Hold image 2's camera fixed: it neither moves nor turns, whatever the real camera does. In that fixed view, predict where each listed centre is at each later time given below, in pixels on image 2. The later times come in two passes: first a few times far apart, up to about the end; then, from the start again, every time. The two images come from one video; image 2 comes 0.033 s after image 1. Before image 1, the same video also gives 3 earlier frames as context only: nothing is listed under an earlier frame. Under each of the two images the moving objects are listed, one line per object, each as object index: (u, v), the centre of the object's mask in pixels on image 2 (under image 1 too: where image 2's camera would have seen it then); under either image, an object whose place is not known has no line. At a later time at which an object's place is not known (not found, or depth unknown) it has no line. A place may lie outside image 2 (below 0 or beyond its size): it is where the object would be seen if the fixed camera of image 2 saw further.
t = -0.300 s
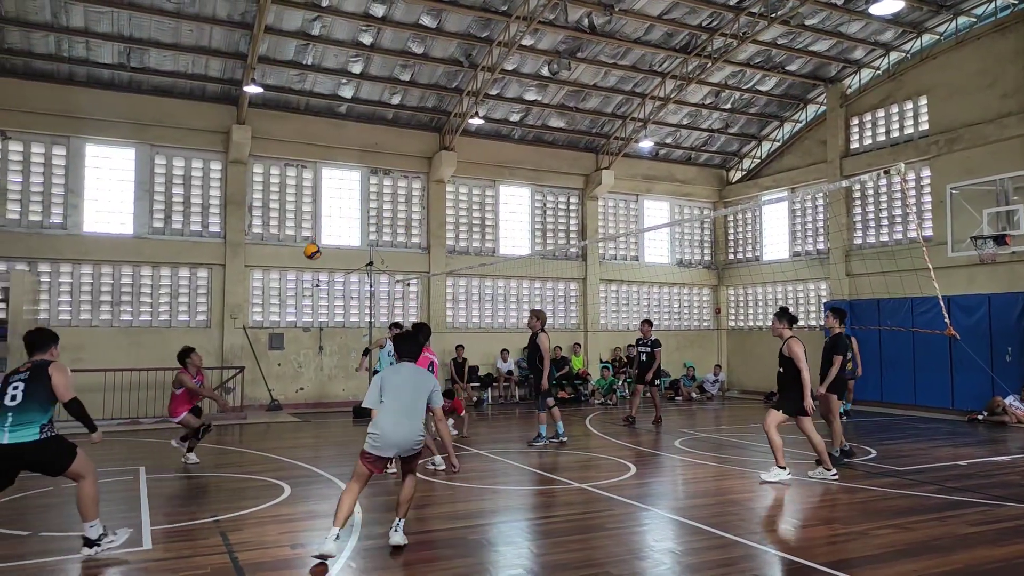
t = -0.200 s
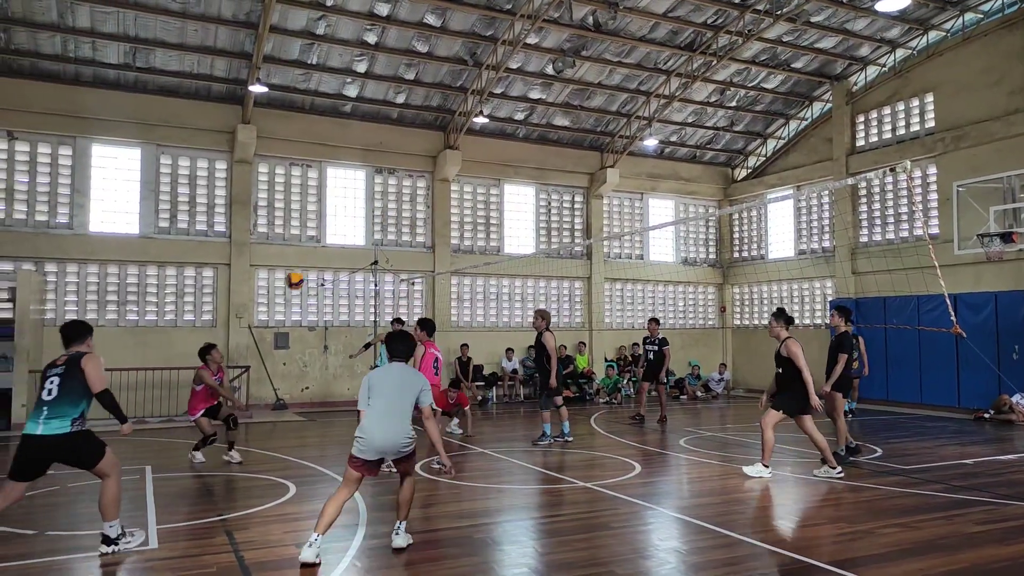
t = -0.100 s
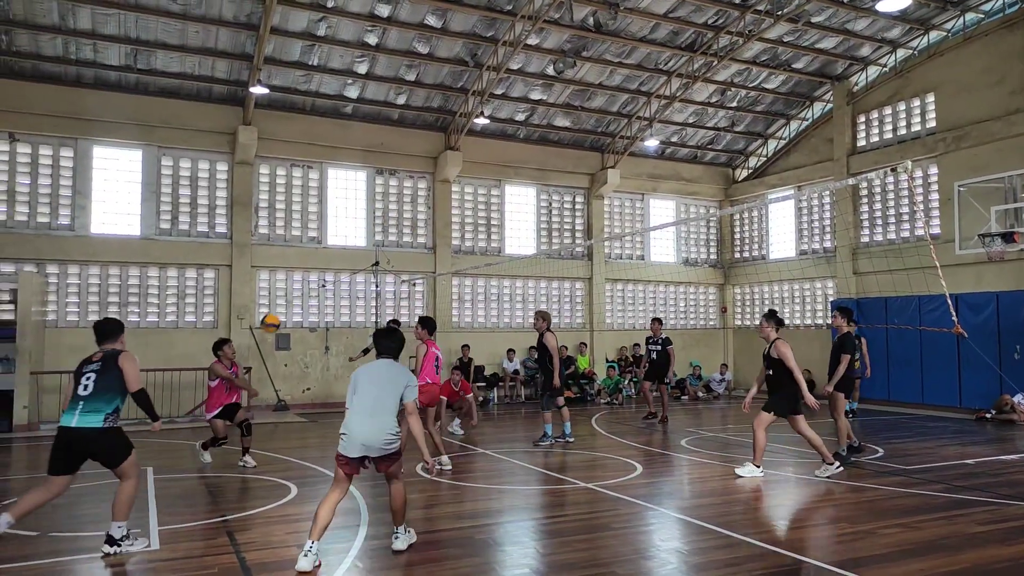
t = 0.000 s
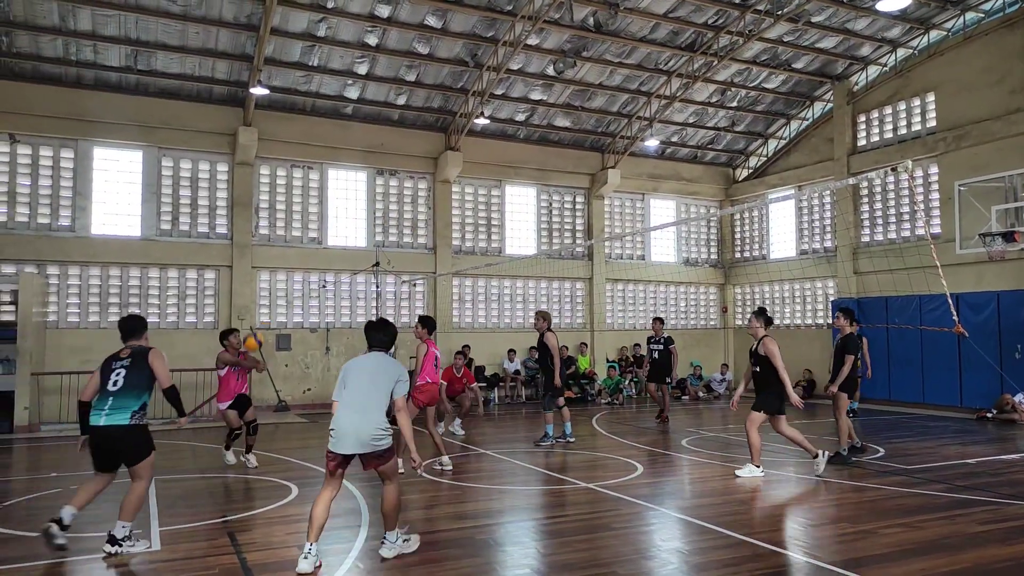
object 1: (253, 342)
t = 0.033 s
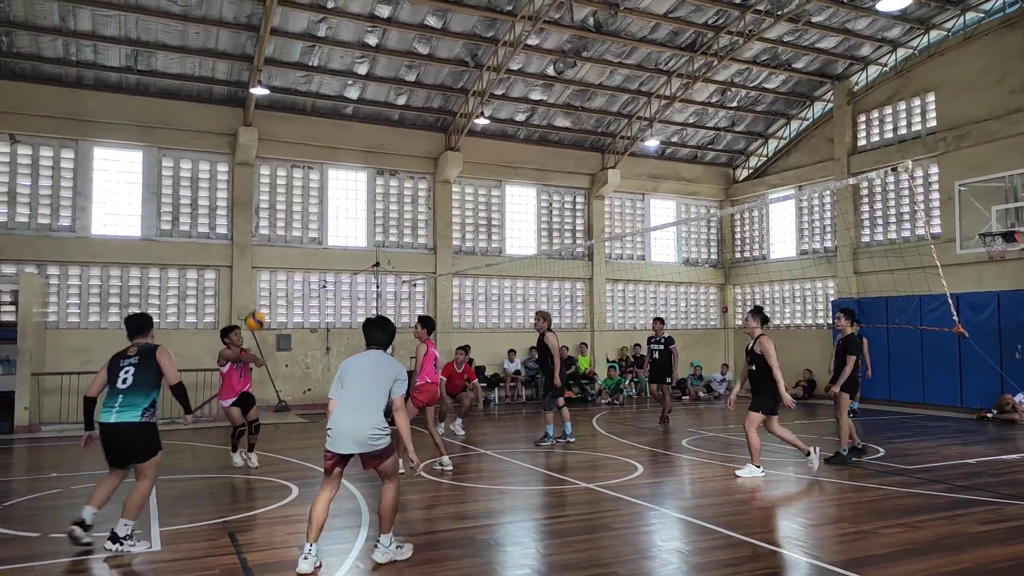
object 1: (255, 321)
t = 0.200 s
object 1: (262, 225)
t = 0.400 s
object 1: (269, 138)
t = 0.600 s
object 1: (273, 85)
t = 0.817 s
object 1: (278, 71)
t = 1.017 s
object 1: (283, 114)
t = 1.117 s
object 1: (283, 158)
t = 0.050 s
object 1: (255, 310)
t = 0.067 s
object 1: (256, 300)
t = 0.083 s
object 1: (257, 290)
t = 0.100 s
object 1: (258, 280)
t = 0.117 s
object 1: (258, 271)
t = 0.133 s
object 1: (259, 261)
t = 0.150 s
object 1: (260, 251)
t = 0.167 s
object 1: (260, 242)
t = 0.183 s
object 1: (261, 234)
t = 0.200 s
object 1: (262, 225)
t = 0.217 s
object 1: (262, 216)
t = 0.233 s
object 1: (263, 208)
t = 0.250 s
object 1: (264, 200)
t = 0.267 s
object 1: (264, 192)
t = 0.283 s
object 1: (265, 184)
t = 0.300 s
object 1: (265, 177)
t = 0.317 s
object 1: (266, 170)
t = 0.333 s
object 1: (266, 163)
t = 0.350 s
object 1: (267, 157)
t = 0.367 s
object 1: (268, 150)
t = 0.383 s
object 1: (268, 144)
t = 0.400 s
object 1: (269, 138)
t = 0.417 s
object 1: (269, 132)
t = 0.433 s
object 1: (269, 127)
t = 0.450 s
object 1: (270, 121)
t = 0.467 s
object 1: (270, 116)
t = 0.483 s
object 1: (271, 111)
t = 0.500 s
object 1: (271, 106)
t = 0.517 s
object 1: (271, 102)
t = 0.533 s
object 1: (271, 99)
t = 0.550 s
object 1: (272, 95)
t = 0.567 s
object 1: (272, 91)
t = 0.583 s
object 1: (272, 87)
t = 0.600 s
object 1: (273, 85)
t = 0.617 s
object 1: (273, 81)
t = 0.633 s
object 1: (274, 79)
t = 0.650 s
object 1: (274, 77)
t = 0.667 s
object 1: (274, 75)
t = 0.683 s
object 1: (275, 73)
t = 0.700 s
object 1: (276, 72)
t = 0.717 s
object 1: (276, 71)
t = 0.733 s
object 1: (276, 70)
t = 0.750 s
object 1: (276, 70)
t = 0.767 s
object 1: (277, 70)
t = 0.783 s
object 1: (277, 70)
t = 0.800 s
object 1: (278, 70)
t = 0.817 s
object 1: (278, 71)
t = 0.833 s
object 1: (278, 73)
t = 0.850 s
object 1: (279, 74)
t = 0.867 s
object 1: (279, 77)
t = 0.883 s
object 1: (279, 79)
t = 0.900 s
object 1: (280, 82)
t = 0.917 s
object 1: (281, 85)
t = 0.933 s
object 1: (281, 89)
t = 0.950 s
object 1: (281, 93)
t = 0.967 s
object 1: (282, 98)
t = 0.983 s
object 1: (282, 102)
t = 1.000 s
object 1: (282, 108)
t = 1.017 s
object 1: (283, 114)
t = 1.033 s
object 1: (283, 120)
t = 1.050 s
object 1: (284, 126)
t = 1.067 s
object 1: (284, 133)
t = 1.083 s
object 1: (284, 141)
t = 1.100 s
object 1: (284, 149)
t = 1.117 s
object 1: (283, 158)
